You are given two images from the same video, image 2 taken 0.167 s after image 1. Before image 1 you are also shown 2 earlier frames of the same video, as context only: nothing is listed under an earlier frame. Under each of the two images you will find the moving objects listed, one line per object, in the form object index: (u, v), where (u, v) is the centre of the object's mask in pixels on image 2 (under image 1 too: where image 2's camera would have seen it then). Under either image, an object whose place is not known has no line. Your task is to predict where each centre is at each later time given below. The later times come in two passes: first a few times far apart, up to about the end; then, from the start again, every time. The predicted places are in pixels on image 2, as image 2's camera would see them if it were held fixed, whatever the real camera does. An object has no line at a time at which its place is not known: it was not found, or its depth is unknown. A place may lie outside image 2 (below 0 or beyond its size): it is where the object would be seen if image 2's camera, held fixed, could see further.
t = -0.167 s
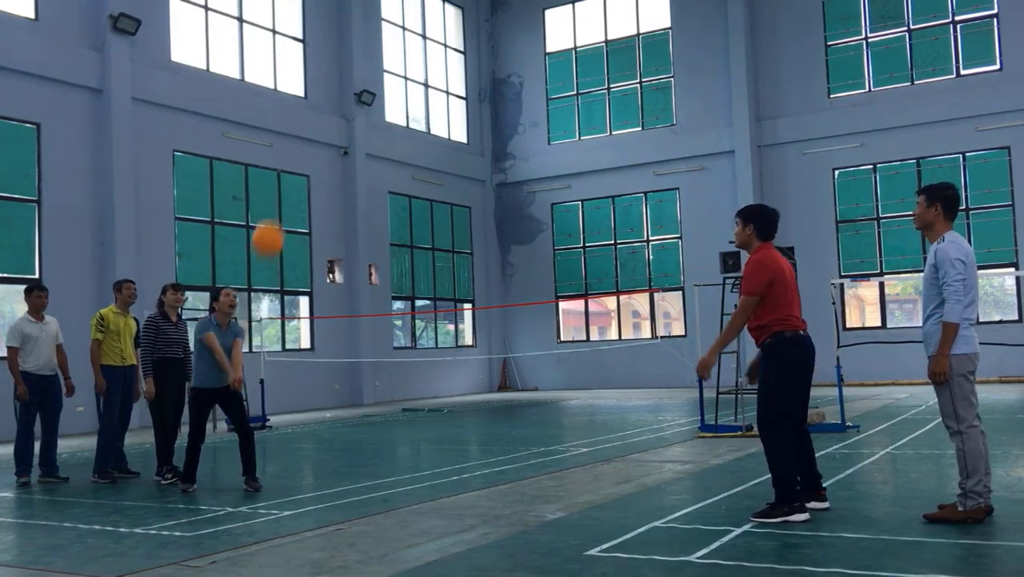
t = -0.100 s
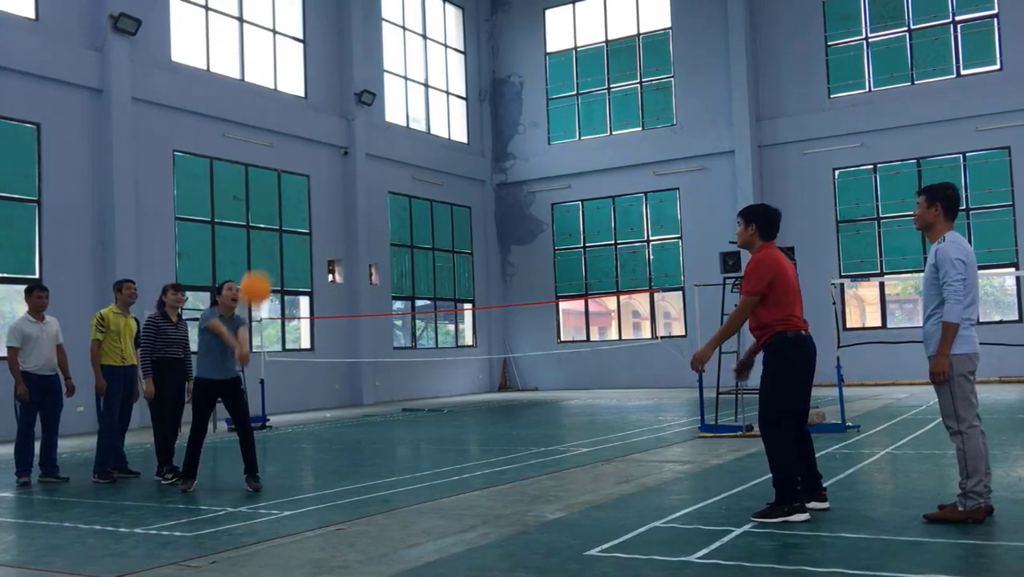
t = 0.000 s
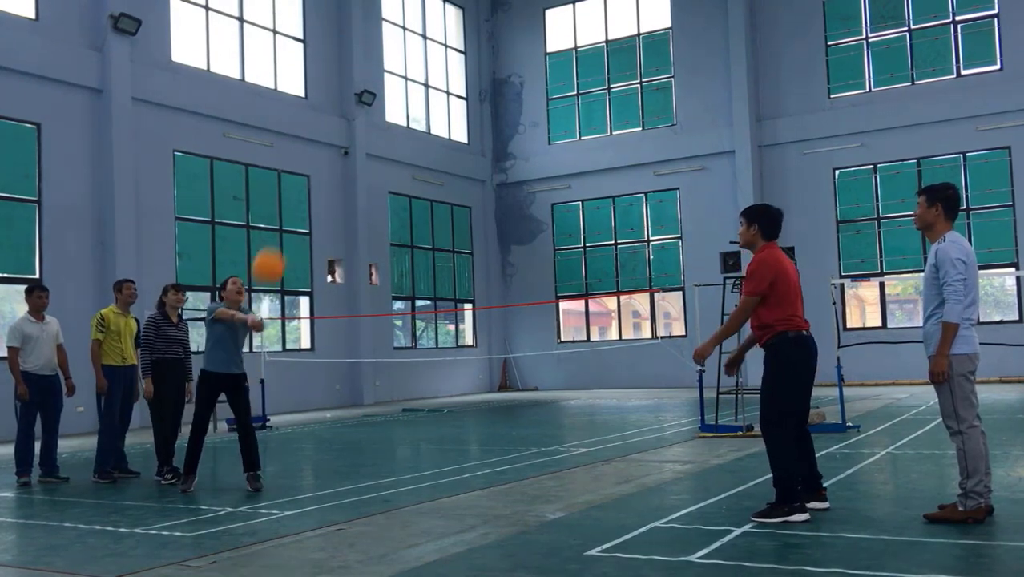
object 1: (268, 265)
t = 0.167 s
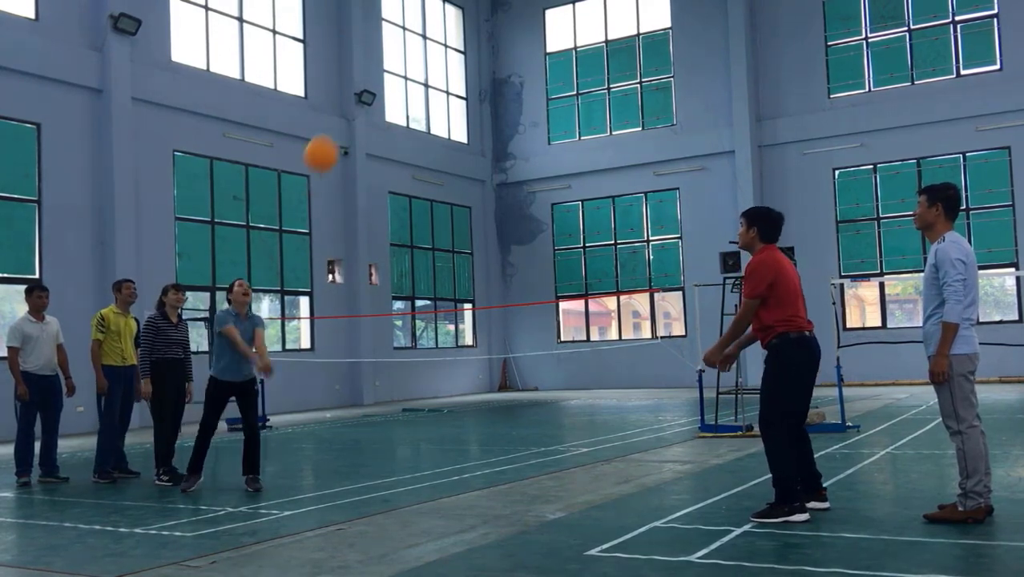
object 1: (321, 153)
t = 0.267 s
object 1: (353, 103)
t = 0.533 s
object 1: (449, 37)
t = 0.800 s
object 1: (551, 76)
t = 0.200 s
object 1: (332, 135)
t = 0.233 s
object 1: (342, 119)
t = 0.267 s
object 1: (353, 103)
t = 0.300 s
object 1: (364, 90)
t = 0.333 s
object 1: (375, 78)
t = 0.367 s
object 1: (386, 68)
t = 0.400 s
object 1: (399, 58)
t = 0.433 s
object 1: (411, 51)
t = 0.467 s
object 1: (423, 44)
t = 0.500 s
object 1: (435, 40)
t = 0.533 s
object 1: (449, 37)
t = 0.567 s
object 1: (462, 35)
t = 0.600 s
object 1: (474, 36)
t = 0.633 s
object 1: (485, 38)
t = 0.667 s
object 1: (498, 41)
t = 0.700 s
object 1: (511, 47)
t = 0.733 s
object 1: (524, 55)
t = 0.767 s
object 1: (538, 64)
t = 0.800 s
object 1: (551, 76)
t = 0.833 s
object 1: (566, 89)
